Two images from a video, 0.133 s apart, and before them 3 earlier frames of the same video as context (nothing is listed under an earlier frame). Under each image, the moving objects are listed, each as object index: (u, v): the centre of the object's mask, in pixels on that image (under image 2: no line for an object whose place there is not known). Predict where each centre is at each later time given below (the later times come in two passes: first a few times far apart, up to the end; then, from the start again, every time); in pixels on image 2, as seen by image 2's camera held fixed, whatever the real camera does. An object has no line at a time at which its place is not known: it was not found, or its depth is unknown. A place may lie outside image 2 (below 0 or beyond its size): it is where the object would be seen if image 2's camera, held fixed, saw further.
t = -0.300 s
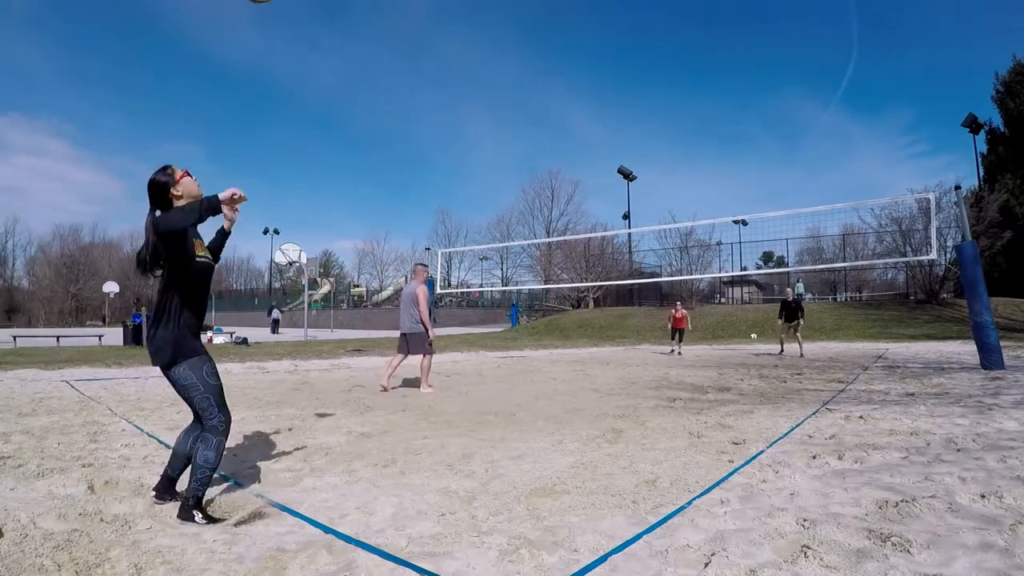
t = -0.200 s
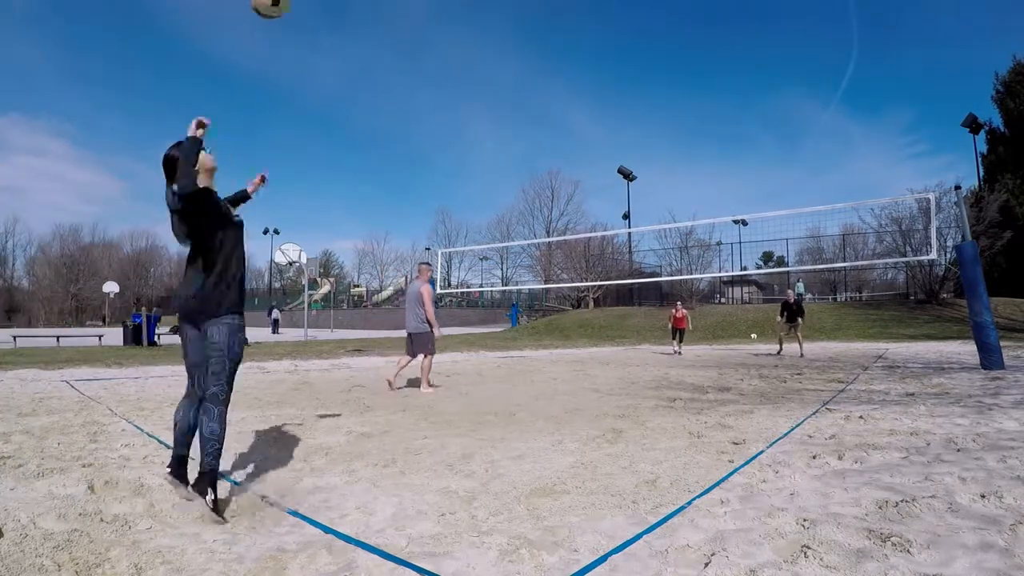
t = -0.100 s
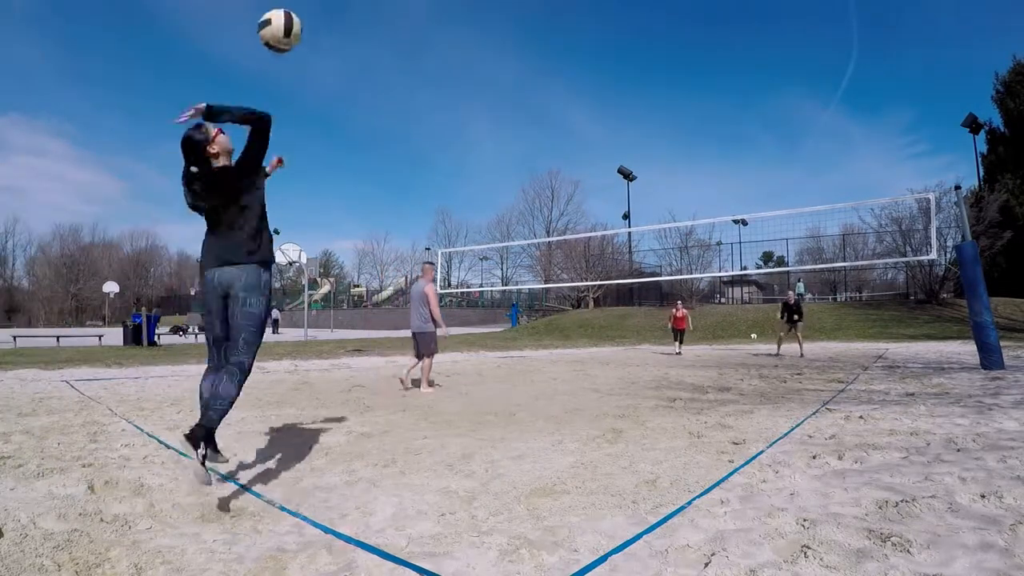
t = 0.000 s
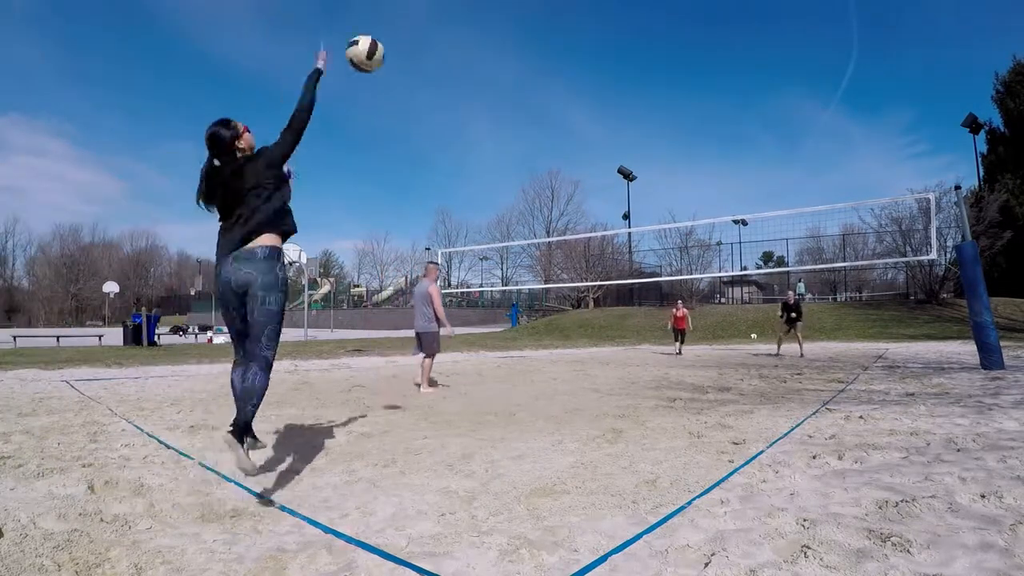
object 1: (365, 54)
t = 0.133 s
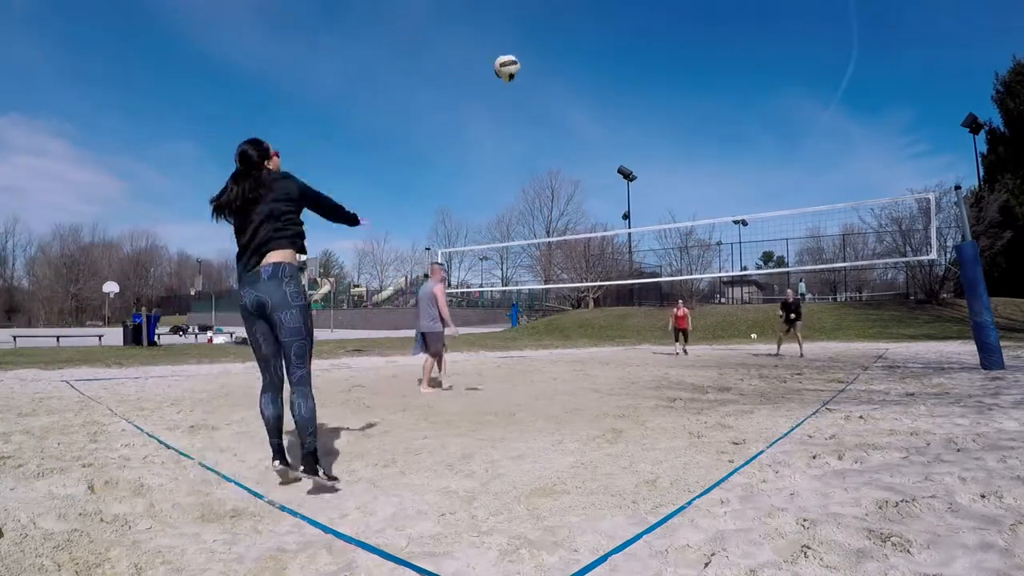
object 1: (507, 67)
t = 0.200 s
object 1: (550, 79)
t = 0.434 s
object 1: (638, 129)
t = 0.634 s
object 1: (677, 177)
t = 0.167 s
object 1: (530, 73)
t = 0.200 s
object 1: (550, 79)
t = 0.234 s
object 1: (567, 85)
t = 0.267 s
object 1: (583, 92)
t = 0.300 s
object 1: (596, 98)
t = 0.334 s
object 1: (608, 105)
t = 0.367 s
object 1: (619, 112)
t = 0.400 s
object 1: (629, 120)
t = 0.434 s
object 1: (638, 129)
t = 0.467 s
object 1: (646, 136)
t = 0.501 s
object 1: (653, 145)
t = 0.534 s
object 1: (659, 153)
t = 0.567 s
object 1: (666, 161)
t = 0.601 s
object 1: (672, 170)
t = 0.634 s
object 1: (677, 177)
